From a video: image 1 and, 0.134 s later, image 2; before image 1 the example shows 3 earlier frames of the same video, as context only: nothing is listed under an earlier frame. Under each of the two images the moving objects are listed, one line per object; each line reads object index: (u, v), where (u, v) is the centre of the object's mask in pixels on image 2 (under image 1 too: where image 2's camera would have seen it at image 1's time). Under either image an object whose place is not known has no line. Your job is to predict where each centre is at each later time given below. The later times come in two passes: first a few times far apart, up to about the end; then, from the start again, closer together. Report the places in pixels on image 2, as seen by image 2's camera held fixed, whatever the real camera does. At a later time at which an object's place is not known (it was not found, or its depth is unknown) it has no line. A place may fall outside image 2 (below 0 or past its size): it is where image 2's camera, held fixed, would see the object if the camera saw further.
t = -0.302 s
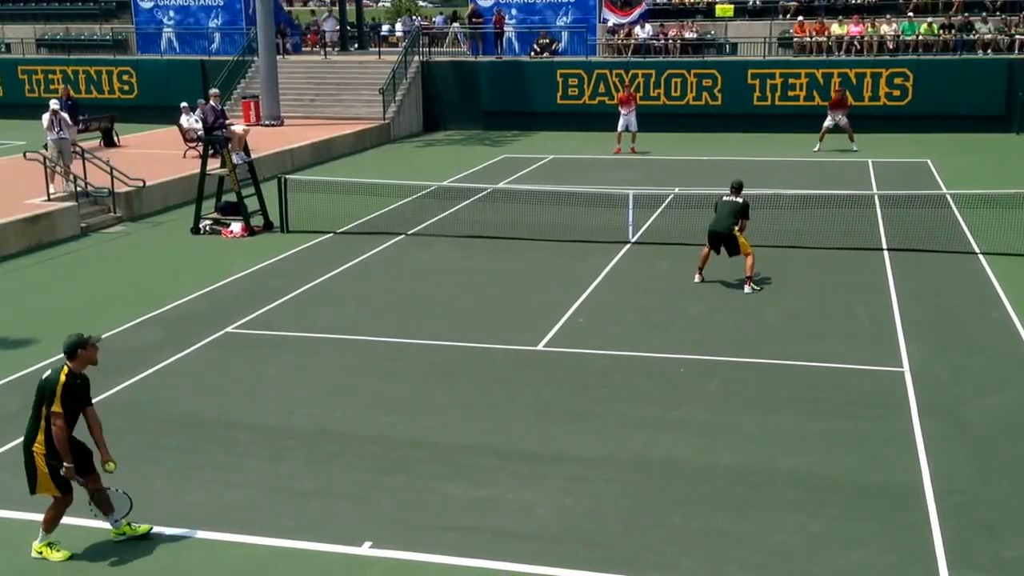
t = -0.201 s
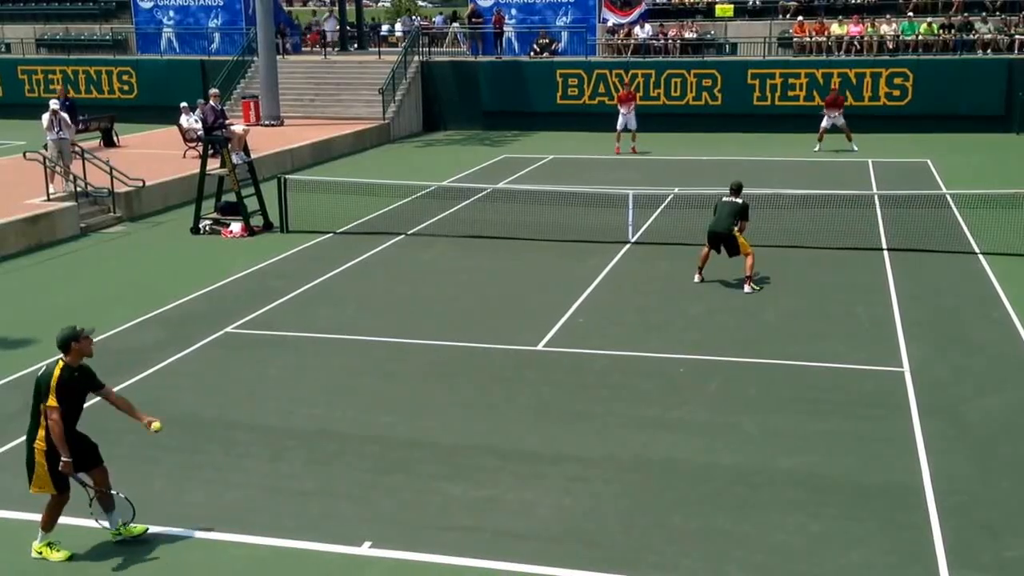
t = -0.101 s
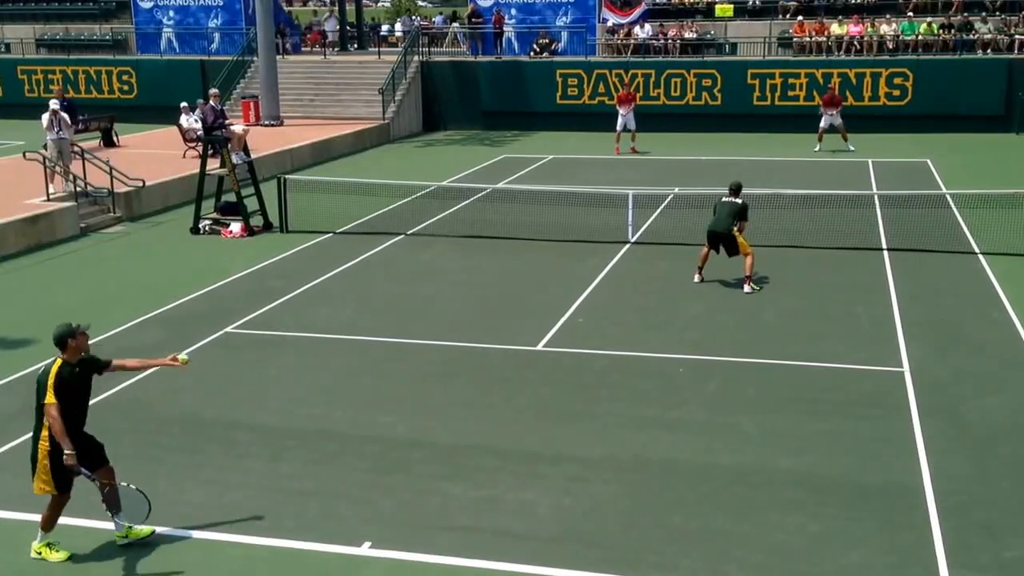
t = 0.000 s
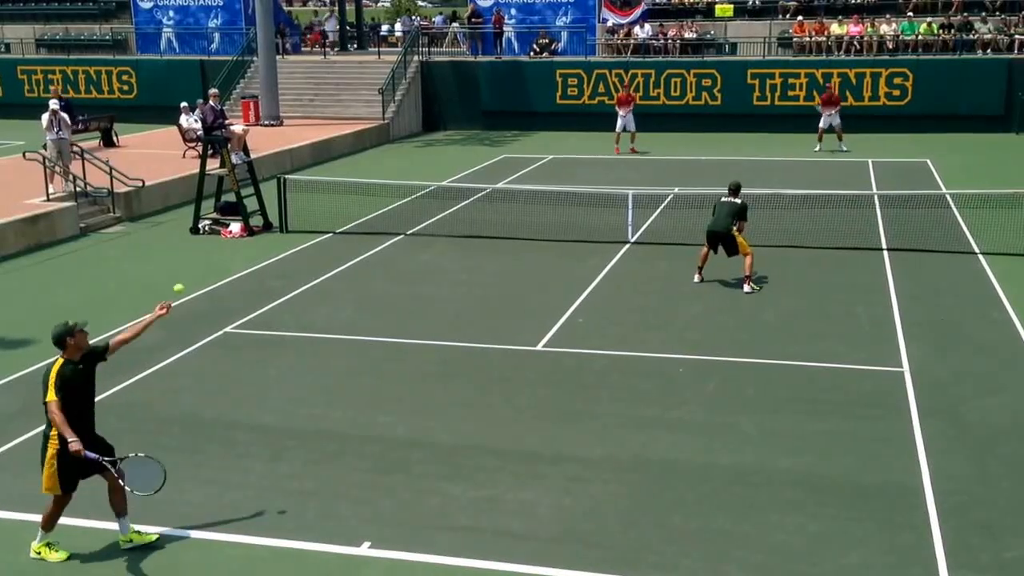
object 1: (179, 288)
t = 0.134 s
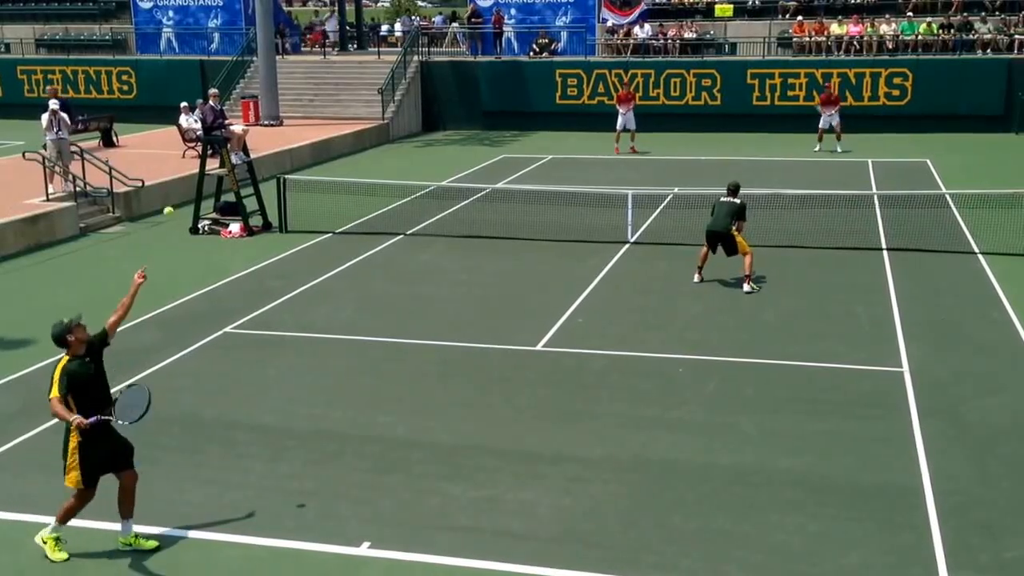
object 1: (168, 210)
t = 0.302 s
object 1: (159, 146)
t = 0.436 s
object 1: (154, 119)
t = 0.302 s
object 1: (159, 146)
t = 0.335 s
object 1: (158, 137)
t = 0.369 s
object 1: (157, 130)
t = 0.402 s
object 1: (155, 123)
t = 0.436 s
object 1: (154, 119)
